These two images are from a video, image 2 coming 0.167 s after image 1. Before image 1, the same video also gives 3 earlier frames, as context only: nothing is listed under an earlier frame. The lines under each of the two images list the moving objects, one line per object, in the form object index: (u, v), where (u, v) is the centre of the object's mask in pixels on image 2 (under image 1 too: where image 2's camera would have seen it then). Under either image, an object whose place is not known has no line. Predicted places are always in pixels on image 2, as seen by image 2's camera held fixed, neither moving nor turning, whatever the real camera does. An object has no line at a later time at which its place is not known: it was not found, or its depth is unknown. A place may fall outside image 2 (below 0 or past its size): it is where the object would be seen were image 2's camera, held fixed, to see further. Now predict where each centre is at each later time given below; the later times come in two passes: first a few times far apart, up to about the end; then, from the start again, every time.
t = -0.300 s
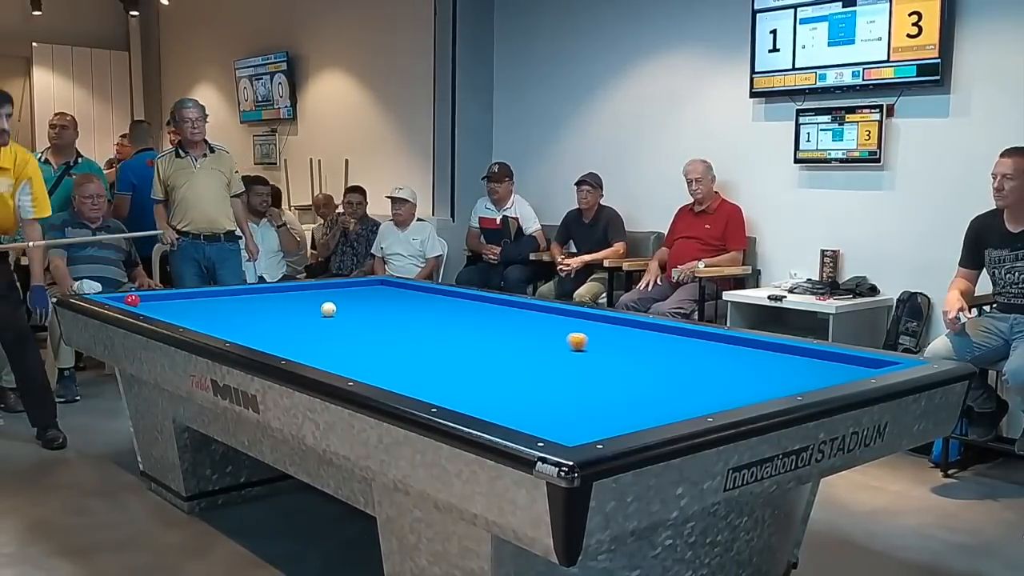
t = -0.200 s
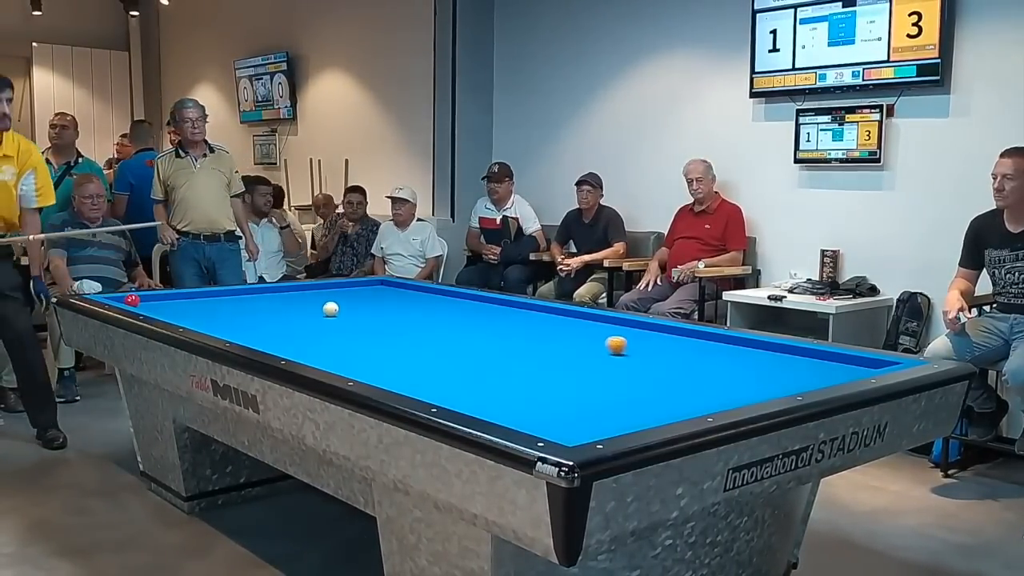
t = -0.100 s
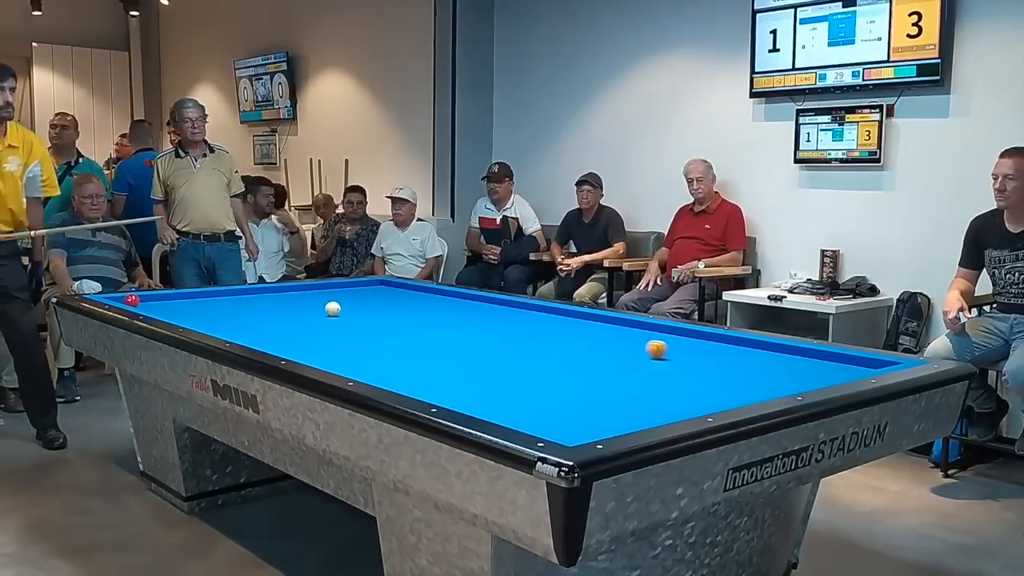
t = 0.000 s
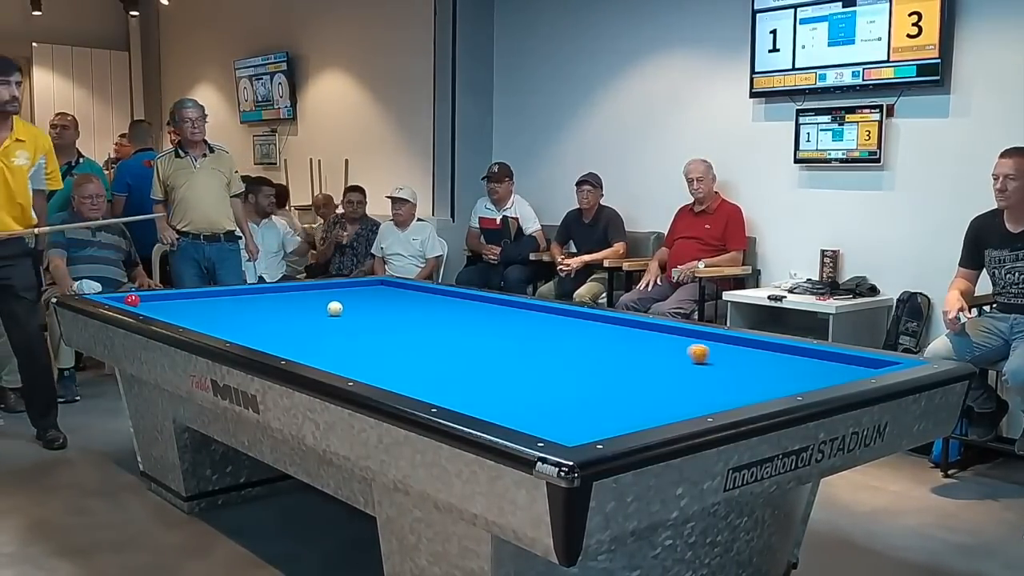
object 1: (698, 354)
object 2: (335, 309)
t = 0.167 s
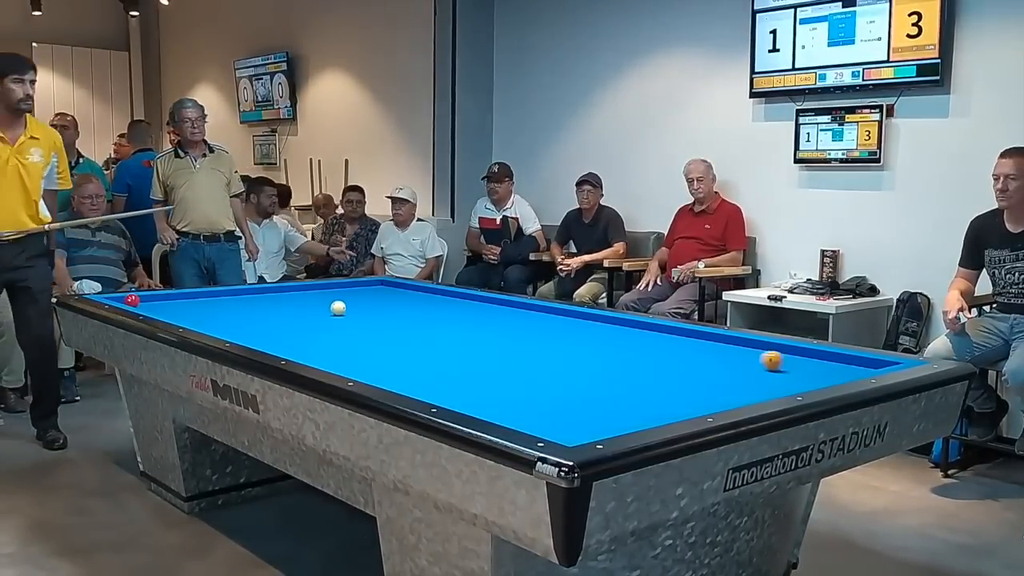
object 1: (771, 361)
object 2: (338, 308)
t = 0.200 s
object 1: (787, 363)
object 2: (338, 308)
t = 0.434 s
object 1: (857, 364)
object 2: (343, 307)
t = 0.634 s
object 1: (813, 354)
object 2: (346, 307)
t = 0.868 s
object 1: (748, 350)
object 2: (349, 306)
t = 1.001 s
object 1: (714, 348)
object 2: (350, 306)
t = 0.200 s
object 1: (787, 363)
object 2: (338, 308)
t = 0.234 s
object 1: (802, 364)
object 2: (339, 308)
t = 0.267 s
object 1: (818, 365)
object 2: (340, 308)
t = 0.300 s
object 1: (833, 367)
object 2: (340, 308)
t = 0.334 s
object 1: (850, 366)
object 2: (341, 308)
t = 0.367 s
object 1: (865, 366)
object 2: (342, 307)
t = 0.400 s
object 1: (863, 365)
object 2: (342, 307)
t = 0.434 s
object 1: (857, 364)
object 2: (343, 307)
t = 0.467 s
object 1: (852, 362)
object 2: (343, 307)
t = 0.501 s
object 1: (847, 360)
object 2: (344, 307)
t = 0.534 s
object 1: (843, 357)
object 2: (344, 307)
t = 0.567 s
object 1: (836, 356)
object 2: (345, 307)
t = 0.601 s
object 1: (824, 355)
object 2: (345, 307)
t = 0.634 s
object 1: (813, 354)
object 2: (346, 307)
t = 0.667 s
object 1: (802, 354)
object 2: (346, 307)
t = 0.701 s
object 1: (792, 353)
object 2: (347, 306)
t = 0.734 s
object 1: (782, 353)
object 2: (347, 306)
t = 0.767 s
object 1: (773, 352)
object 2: (348, 306)
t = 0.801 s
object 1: (765, 352)
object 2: (348, 306)
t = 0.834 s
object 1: (756, 351)
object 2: (348, 306)
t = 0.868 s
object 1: (748, 350)
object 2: (349, 306)
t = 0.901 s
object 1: (739, 350)
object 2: (349, 306)
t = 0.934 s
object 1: (731, 349)
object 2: (350, 306)
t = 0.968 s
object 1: (722, 349)
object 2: (350, 306)
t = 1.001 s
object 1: (714, 348)
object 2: (350, 306)
